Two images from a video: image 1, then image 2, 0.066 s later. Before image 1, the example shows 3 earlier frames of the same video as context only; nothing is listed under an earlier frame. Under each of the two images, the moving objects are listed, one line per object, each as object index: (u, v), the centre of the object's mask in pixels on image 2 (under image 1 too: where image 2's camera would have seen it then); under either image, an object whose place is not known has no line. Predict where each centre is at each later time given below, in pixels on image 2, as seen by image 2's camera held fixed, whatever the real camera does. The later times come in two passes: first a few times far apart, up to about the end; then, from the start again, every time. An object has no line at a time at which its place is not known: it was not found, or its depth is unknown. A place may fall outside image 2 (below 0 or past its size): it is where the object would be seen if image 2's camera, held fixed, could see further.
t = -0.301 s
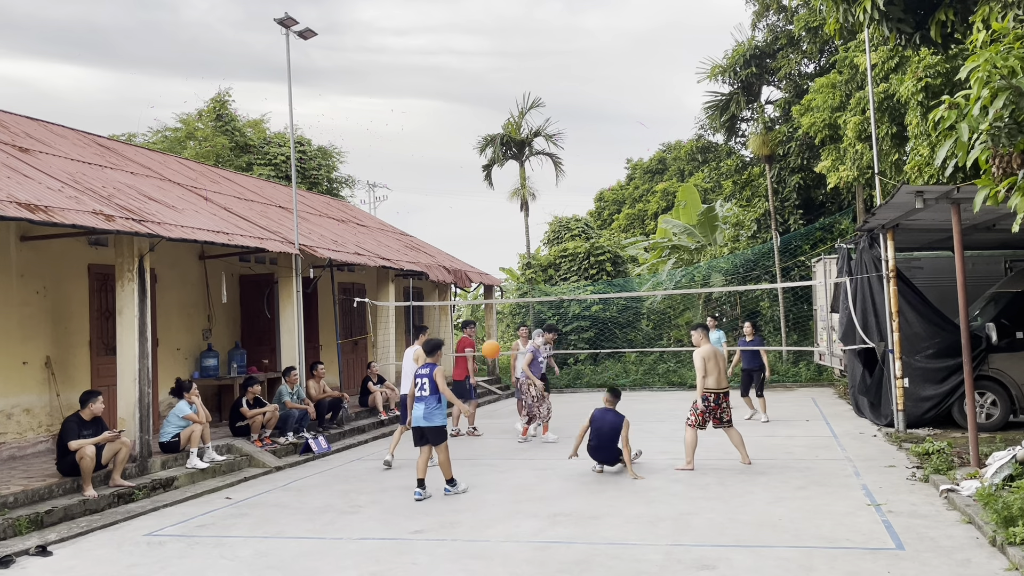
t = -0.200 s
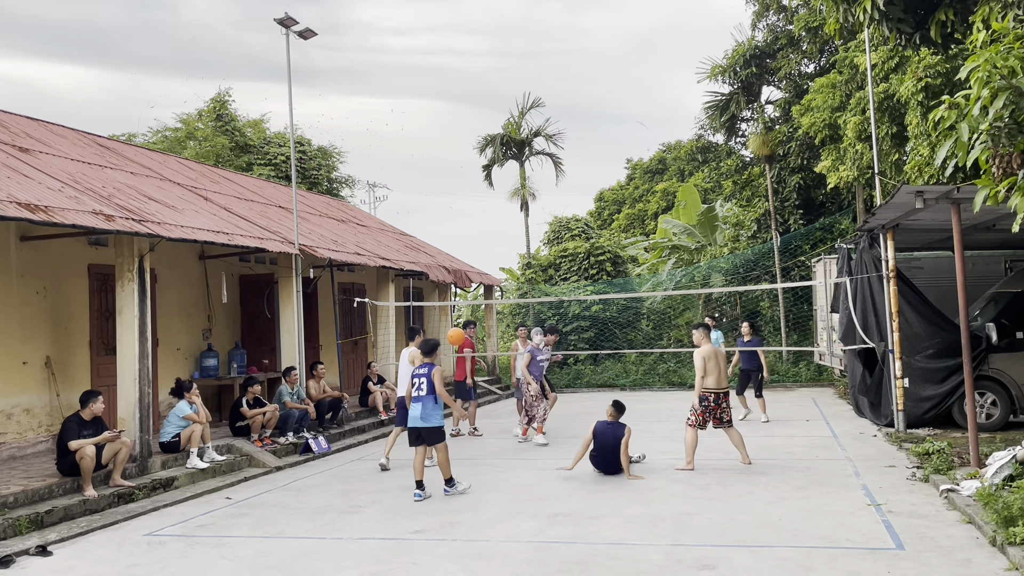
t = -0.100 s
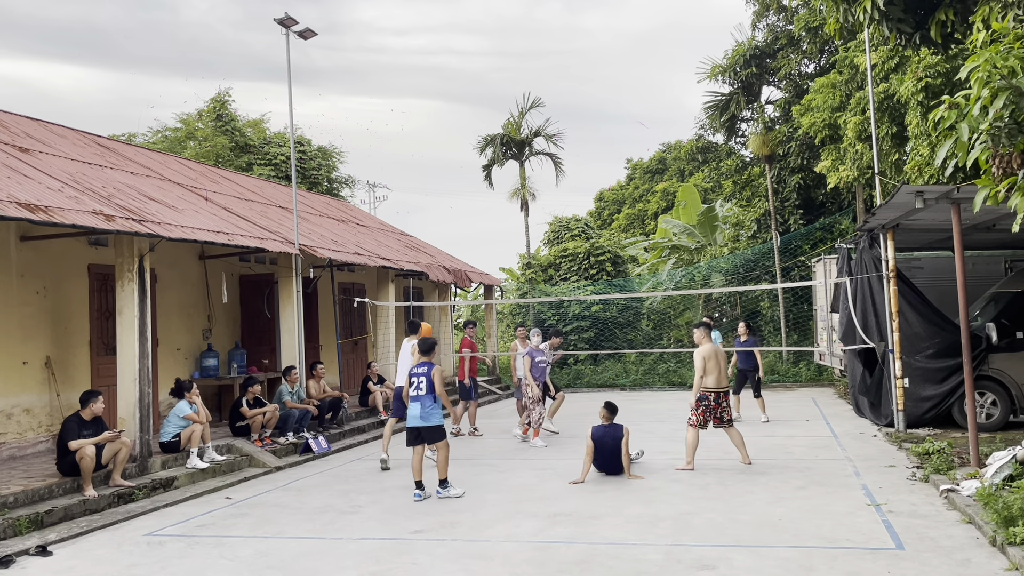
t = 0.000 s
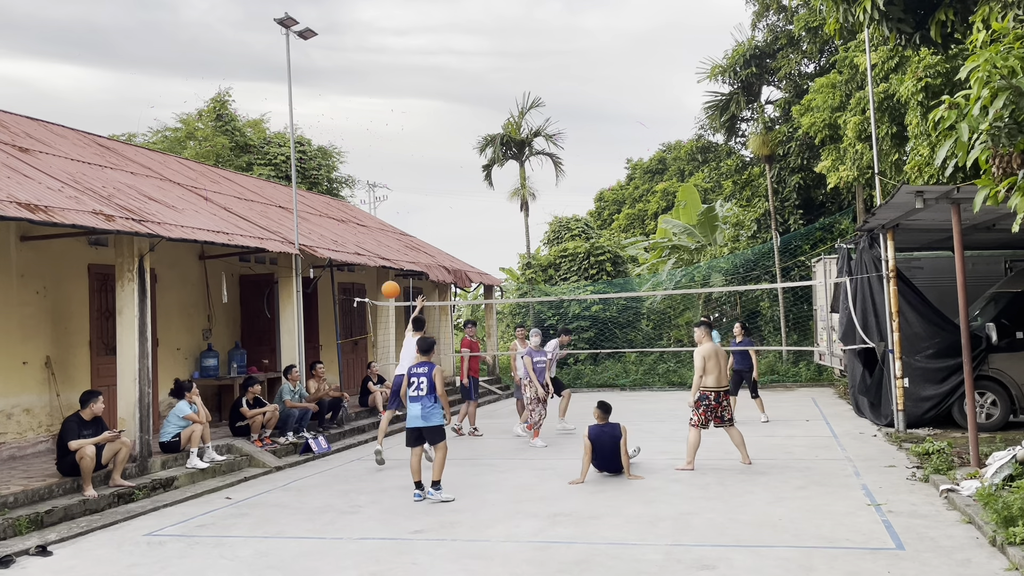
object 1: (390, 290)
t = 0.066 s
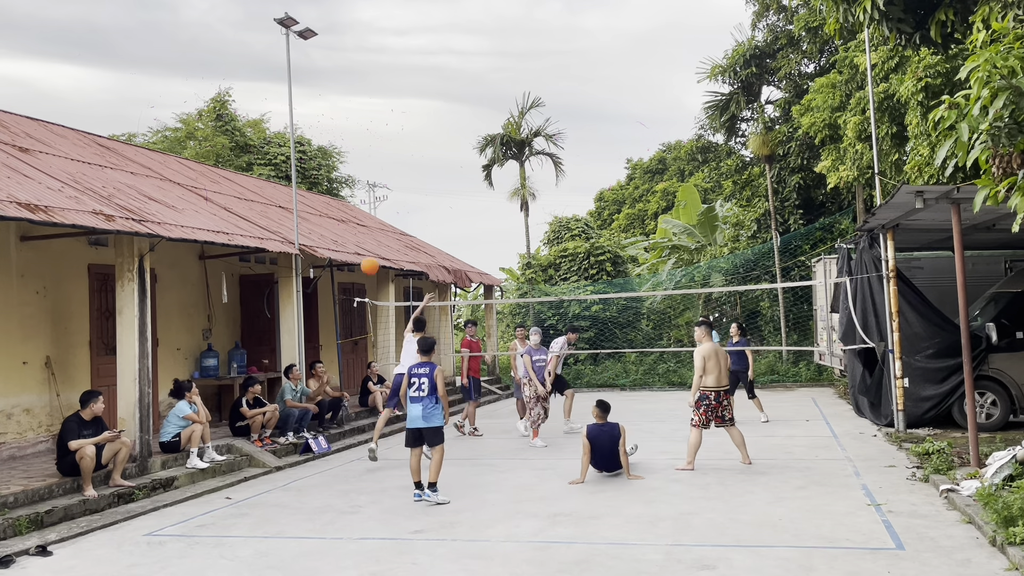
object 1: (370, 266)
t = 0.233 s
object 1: (321, 222)
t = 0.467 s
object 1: (260, 197)
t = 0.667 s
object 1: (219, 196)
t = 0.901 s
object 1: (208, 163)
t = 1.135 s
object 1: (199, 165)
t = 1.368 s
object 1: (202, 173)
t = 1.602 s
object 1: (222, 174)
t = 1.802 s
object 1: (239, 197)
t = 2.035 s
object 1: (266, 191)
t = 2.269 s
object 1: (290, 216)
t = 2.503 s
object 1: (329, 224)
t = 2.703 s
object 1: (362, 246)
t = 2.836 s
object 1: (385, 274)
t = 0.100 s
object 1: (359, 256)
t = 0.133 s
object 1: (350, 246)
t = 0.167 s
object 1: (340, 237)
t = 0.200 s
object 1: (330, 229)
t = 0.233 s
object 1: (321, 222)
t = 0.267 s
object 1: (311, 216)
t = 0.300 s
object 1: (302, 211)
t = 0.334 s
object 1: (294, 207)
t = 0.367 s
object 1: (285, 203)
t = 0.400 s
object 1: (277, 200)
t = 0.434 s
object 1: (268, 198)
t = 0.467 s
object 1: (260, 197)
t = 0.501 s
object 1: (252, 197)
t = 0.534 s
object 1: (244, 197)
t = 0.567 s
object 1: (236, 198)
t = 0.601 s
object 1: (229, 200)
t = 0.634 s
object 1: (222, 202)
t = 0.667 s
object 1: (219, 196)
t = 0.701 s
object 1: (217, 189)
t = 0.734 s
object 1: (216, 183)
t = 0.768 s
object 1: (214, 177)
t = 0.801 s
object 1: (213, 172)
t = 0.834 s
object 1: (212, 168)
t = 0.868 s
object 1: (209, 165)
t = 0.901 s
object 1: (208, 163)
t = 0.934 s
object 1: (207, 161)
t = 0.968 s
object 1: (205, 160)
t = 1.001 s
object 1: (204, 160)
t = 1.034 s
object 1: (203, 160)
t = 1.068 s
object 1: (201, 161)
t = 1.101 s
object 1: (200, 163)
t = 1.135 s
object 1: (199, 165)
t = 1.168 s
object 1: (197, 169)
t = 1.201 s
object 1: (196, 173)
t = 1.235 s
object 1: (195, 177)
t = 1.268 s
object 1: (195, 182)
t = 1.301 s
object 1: (196, 179)
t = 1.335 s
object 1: (199, 176)
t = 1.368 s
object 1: (202, 173)
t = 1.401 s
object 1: (205, 171)
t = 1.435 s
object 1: (207, 170)
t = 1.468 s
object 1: (210, 170)
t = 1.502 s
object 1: (213, 170)
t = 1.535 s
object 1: (216, 171)
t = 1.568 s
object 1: (219, 172)
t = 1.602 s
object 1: (222, 174)
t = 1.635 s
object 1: (224, 177)
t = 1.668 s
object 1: (228, 181)
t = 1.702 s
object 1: (230, 185)
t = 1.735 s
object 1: (233, 189)
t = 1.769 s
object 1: (236, 195)
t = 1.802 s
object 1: (239, 197)
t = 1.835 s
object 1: (243, 194)
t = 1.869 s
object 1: (247, 192)
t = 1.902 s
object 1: (250, 190)
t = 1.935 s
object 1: (254, 189)
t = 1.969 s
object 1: (258, 190)
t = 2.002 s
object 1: (262, 190)
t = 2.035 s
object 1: (266, 191)
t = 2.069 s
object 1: (269, 193)
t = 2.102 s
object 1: (273, 195)
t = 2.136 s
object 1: (277, 198)
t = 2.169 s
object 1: (281, 202)
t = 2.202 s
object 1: (285, 206)
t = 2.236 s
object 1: (288, 211)
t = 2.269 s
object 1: (290, 216)
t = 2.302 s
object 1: (298, 223)
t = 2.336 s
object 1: (303, 224)
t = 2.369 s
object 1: (307, 223)
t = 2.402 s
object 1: (312, 222)
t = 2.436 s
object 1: (318, 222)
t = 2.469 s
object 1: (323, 223)
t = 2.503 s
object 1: (329, 224)
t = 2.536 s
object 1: (334, 226)
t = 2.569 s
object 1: (340, 229)
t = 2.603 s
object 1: (346, 232)
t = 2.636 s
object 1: (351, 236)
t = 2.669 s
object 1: (357, 241)
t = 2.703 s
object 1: (362, 246)
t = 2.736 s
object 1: (368, 252)
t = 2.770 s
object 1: (373, 259)
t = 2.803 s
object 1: (379, 265)
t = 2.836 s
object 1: (385, 274)
